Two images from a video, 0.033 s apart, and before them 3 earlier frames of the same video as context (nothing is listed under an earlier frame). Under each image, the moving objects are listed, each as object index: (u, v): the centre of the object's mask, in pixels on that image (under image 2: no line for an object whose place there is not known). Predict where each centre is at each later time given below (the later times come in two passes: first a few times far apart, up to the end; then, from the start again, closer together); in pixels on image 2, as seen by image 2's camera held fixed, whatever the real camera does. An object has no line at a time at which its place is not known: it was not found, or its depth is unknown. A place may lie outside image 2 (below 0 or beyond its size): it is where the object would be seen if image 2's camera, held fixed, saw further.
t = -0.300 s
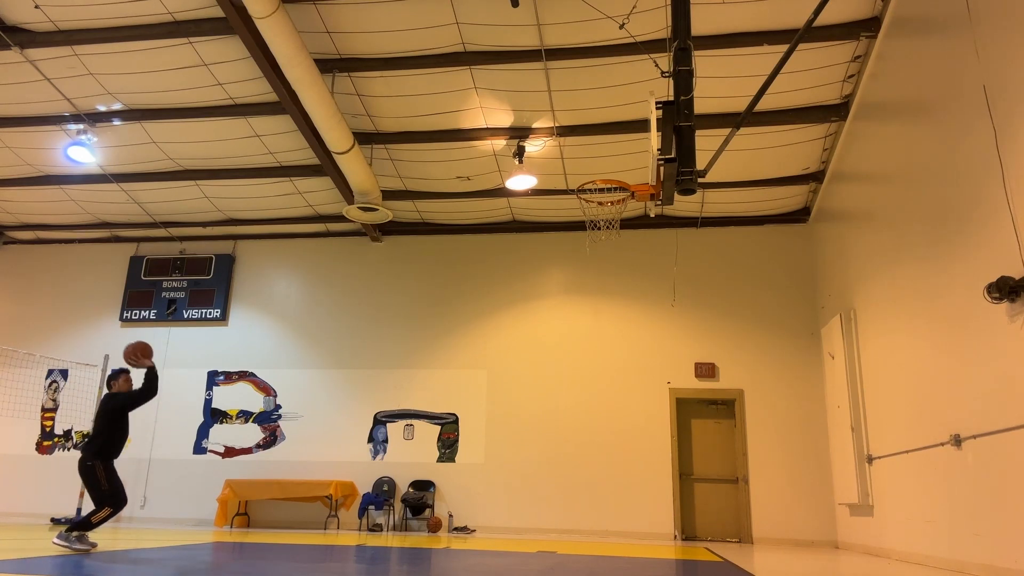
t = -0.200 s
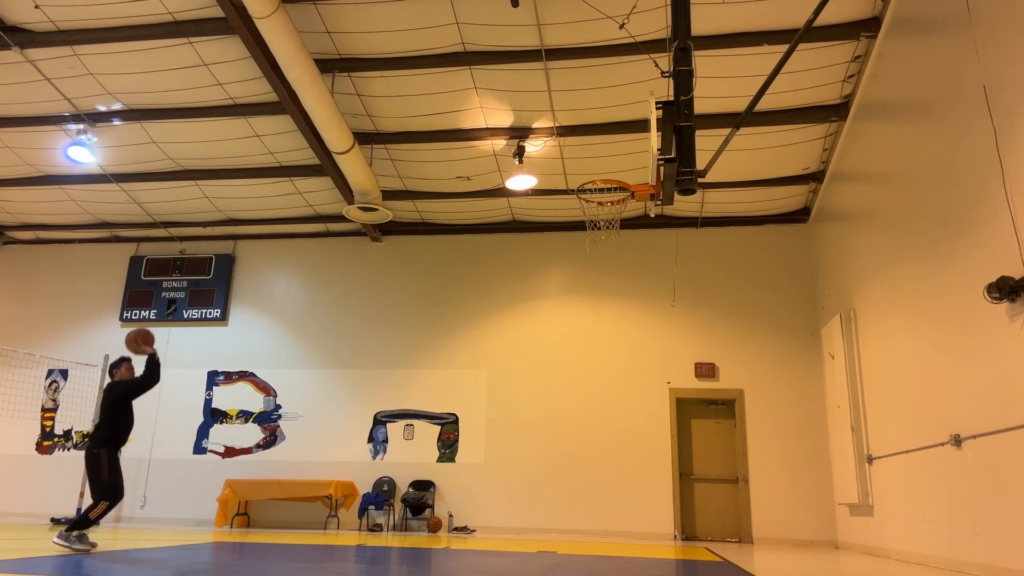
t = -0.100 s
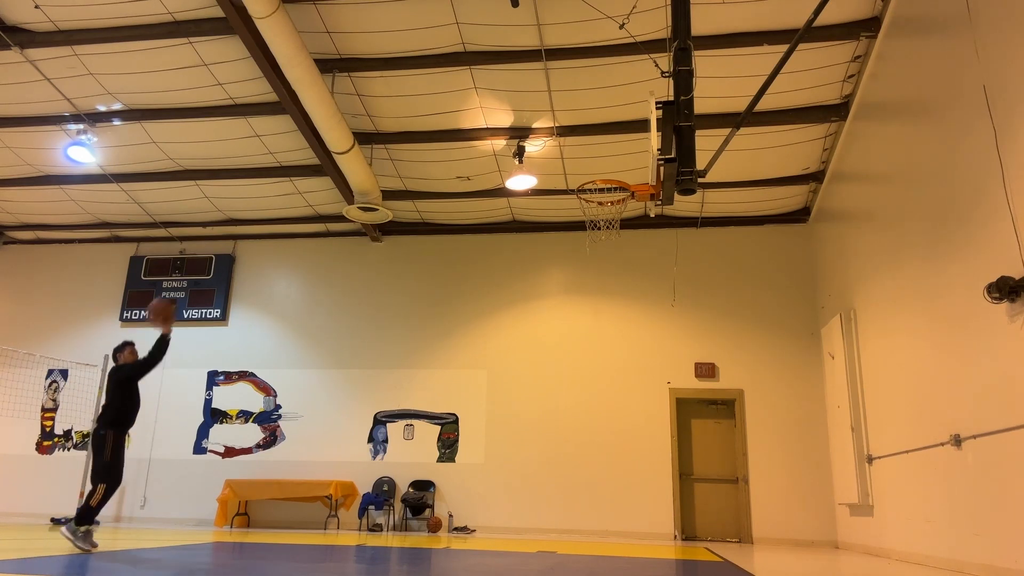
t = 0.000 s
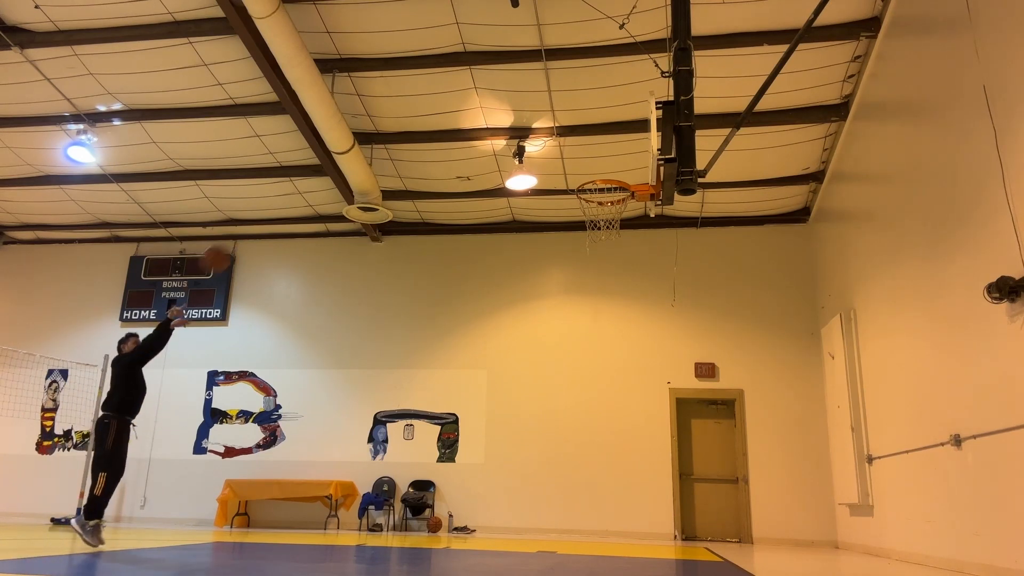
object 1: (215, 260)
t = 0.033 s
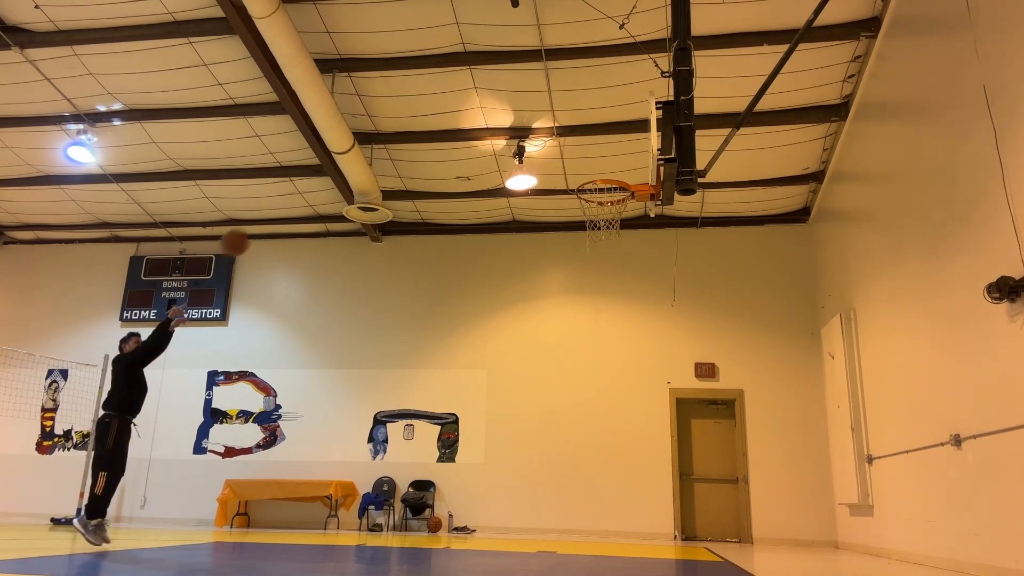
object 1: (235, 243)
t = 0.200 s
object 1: (322, 184)
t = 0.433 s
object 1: (438, 148)
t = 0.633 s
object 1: (535, 158)
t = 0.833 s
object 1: (607, 197)
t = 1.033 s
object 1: (568, 227)
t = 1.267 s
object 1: (517, 329)
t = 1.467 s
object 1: (466, 498)
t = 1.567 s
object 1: (441, 517)
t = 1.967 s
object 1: (377, 271)
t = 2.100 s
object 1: (352, 244)
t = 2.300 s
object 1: (312, 249)
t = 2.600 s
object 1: (234, 367)
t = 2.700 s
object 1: (201, 444)
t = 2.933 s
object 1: (147, 458)
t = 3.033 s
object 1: (136, 390)
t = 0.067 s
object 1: (253, 229)
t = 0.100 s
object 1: (270, 216)
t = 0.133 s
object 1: (288, 204)
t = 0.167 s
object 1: (305, 193)
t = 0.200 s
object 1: (322, 184)
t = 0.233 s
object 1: (340, 175)
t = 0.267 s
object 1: (356, 167)
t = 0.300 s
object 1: (373, 161)
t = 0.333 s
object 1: (389, 156)
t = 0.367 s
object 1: (405, 152)
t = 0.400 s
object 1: (421, 149)
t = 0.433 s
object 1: (438, 148)
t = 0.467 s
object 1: (454, 148)
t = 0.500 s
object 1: (470, 147)
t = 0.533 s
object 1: (485, 147)
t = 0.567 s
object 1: (503, 150)
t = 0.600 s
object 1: (517, 152)
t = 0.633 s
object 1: (535, 158)
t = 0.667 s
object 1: (552, 162)
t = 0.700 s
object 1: (568, 169)
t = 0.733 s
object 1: (584, 174)
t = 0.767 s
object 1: (601, 184)
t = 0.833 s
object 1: (607, 197)
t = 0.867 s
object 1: (600, 198)
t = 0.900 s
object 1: (593, 204)
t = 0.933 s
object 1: (587, 207)
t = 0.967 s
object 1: (581, 212)
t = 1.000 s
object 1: (574, 219)
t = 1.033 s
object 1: (568, 227)
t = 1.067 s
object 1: (561, 237)
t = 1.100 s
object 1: (554, 249)
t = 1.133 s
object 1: (547, 261)
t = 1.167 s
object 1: (540, 276)
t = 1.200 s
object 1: (532, 292)
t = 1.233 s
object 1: (525, 309)
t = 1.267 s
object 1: (517, 329)
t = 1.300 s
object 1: (509, 351)
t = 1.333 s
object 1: (501, 375)
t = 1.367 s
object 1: (493, 403)
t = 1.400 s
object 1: (484, 431)
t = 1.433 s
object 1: (475, 463)
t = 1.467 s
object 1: (466, 498)
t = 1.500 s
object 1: (455, 539)
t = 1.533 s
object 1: (445, 552)
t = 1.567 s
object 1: (441, 517)
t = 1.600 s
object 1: (435, 484)
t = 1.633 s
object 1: (429, 456)
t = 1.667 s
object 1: (426, 429)
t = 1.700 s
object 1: (420, 403)
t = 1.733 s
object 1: (415, 380)
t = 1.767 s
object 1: (409, 359)
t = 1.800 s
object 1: (404, 341)
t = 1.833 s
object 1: (399, 323)
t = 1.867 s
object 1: (394, 307)
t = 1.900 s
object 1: (388, 293)
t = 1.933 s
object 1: (383, 281)
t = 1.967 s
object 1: (377, 271)
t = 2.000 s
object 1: (371, 261)
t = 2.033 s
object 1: (365, 254)
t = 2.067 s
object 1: (359, 248)
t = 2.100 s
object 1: (352, 244)
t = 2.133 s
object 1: (346, 241)
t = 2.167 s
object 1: (340, 239)
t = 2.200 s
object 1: (333, 239)
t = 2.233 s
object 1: (326, 241)
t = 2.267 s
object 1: (319, 244)
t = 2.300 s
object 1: (312, 249)
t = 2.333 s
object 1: (305, 255)
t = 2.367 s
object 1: (297, 263)
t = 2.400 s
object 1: (289, 272)
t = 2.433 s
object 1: (281, 284)
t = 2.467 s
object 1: (272, 296)
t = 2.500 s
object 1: (263, 311)
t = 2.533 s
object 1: (254, 328)
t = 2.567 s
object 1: (244, 346)
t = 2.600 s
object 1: (234, 367)
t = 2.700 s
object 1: (201, 444)
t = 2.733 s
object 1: (189, 475)
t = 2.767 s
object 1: (177, 508)
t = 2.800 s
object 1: (164, 544)
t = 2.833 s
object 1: (156, 549)
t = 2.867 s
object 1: (153, 516)
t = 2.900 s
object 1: (150, 486)
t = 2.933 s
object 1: (147, 458)
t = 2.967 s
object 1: (144, 433)
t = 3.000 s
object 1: (141, 411)
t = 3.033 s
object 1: (136, 390)
